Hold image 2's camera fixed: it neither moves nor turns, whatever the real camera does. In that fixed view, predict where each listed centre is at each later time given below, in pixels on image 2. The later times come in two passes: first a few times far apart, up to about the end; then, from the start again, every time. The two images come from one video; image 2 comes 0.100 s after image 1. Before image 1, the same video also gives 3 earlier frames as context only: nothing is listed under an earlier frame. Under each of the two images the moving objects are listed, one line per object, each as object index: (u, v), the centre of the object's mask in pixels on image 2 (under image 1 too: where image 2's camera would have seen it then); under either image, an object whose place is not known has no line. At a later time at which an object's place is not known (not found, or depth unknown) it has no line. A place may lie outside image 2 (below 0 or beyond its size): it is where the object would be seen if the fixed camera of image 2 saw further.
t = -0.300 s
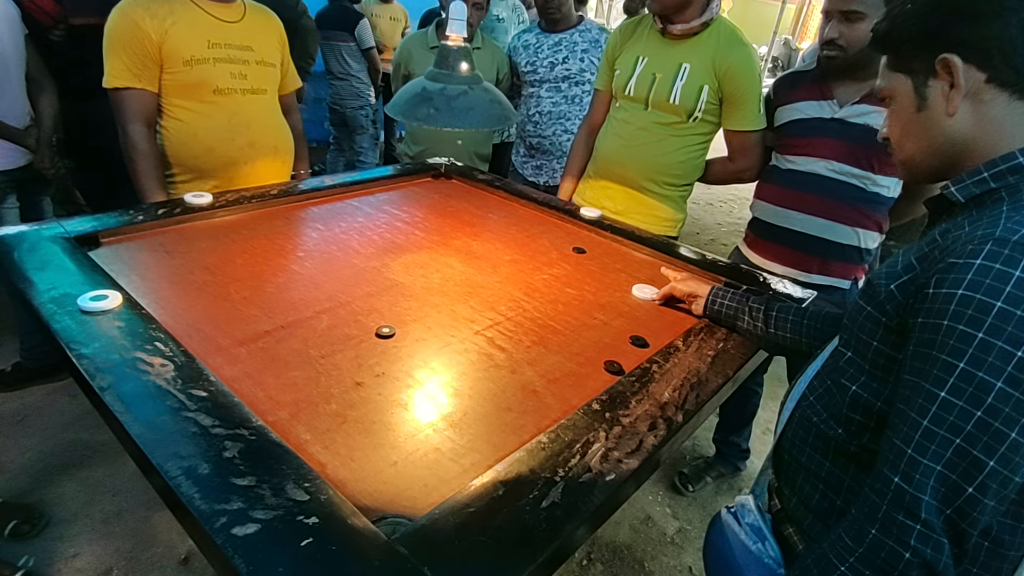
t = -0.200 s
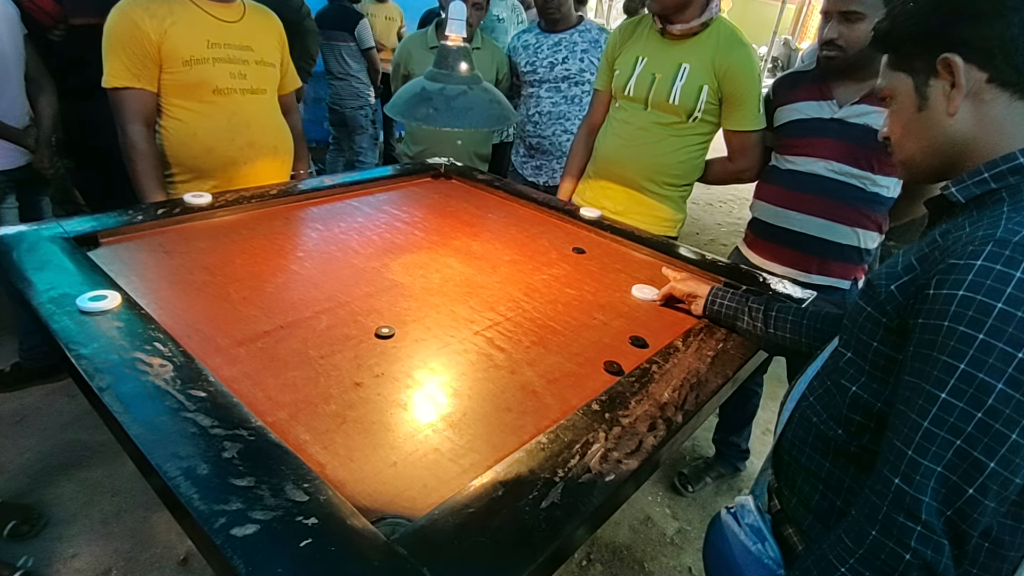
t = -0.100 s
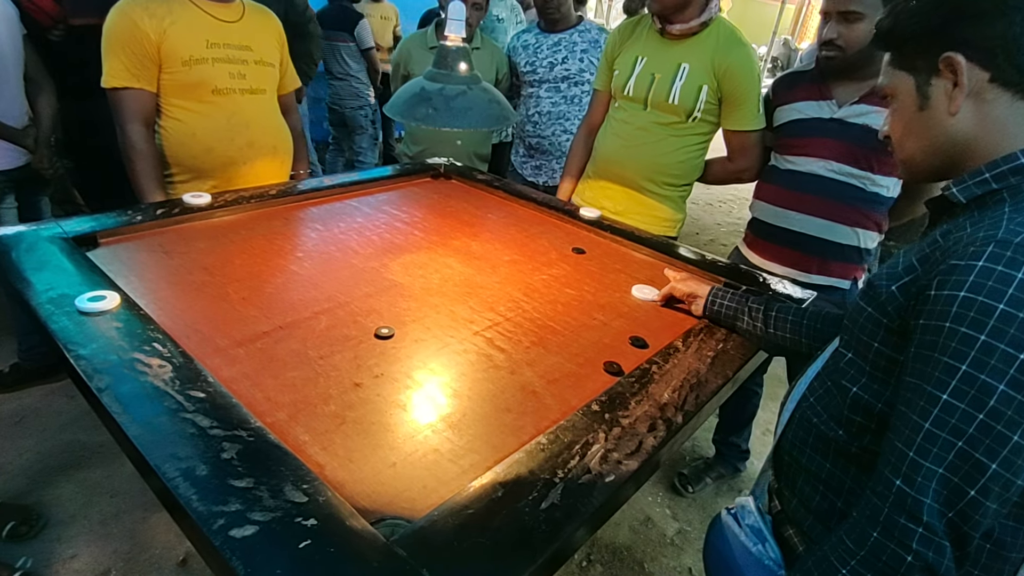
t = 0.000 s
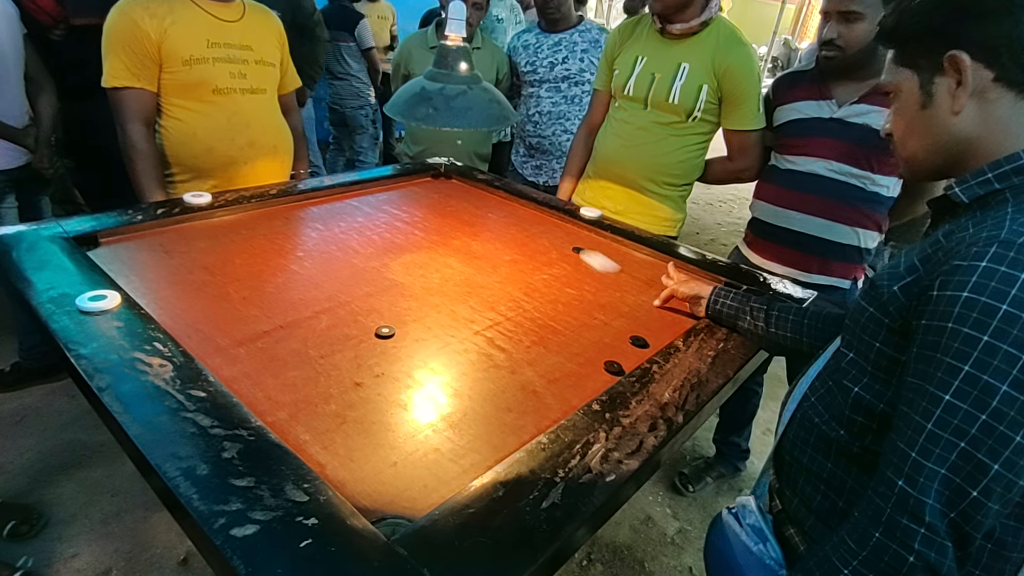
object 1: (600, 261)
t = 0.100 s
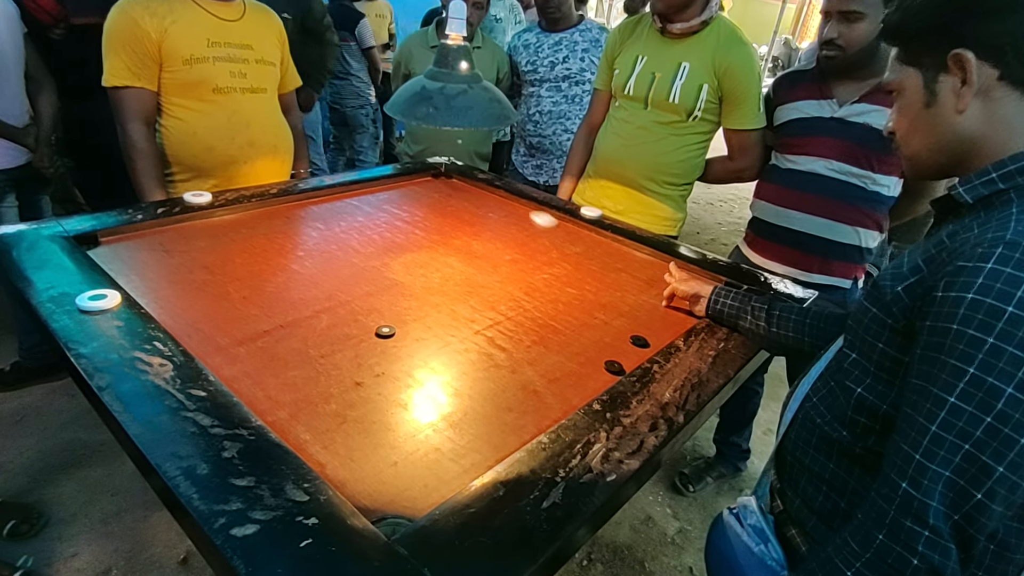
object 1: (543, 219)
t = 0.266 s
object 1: (409, 199)
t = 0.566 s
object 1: (289, 260)
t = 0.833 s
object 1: (279, 349)
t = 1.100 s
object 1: (472, 349)
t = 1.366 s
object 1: (591, 351)
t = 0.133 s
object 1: (519, 212)
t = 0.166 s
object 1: (492, 206)
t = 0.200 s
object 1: (465, 203)
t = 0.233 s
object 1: (437, 201)
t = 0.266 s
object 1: (409, 199)
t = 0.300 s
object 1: (381, 198)
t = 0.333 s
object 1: (352, 196)
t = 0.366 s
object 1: (341, 202)
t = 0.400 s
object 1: (334, 210)
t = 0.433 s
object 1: (326, 219)
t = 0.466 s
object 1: (318, 228)
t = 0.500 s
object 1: (309, 238)
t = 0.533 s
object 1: (299, 248)
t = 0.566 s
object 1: (289, 260)
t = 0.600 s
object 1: (277, 273)
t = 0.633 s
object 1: (265, 287)
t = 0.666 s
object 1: (251, 302)
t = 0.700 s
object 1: (236, 319)
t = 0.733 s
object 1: (219, 337)
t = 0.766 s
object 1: (219, 350)
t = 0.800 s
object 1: (249, 349)
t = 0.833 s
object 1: (279, 349)
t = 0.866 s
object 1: (307, 349)
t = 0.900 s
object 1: (333, 349)
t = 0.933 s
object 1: (359, 349)
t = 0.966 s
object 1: (383, 349)
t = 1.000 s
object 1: (407, 349)
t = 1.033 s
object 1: (429, 349)
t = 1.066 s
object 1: (451, 349)
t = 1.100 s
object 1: (472, 349)
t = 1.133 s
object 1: (492, 350)
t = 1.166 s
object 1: (509, 350)
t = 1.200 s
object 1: (526, 350)
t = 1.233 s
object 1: (541, 350)
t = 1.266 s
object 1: (555, 351)
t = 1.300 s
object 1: (569, 351)
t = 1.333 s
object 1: (581, 351)
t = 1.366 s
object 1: (591, 351)
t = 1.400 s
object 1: (600, 351)
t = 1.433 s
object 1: (607, 352)
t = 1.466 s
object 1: (612, 352)
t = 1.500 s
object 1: (616, 353)
